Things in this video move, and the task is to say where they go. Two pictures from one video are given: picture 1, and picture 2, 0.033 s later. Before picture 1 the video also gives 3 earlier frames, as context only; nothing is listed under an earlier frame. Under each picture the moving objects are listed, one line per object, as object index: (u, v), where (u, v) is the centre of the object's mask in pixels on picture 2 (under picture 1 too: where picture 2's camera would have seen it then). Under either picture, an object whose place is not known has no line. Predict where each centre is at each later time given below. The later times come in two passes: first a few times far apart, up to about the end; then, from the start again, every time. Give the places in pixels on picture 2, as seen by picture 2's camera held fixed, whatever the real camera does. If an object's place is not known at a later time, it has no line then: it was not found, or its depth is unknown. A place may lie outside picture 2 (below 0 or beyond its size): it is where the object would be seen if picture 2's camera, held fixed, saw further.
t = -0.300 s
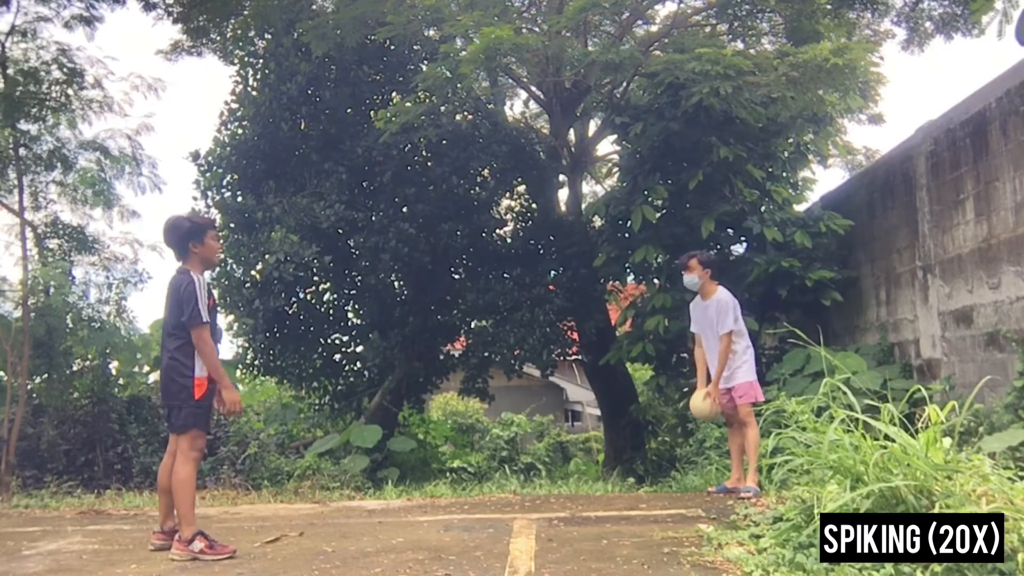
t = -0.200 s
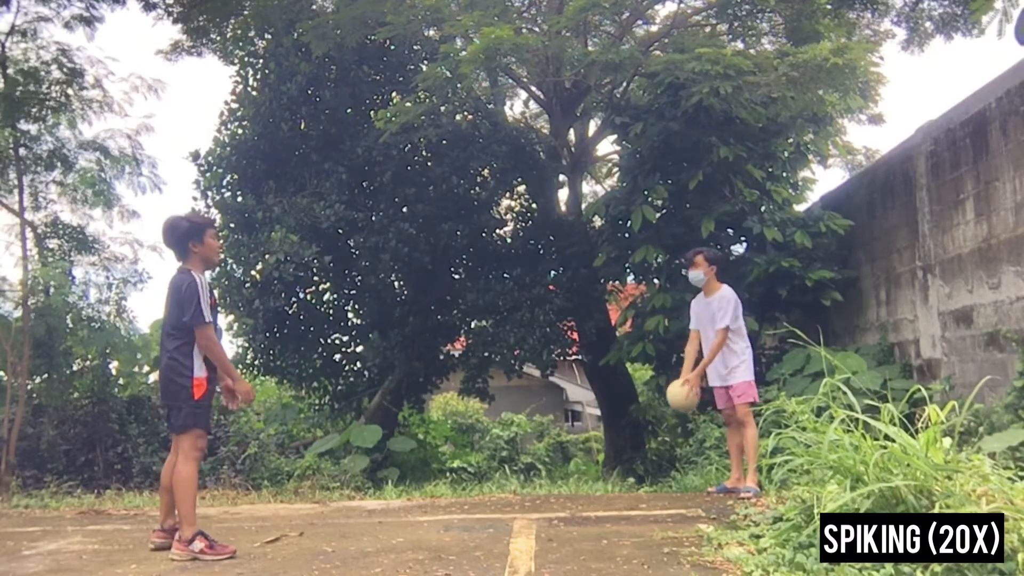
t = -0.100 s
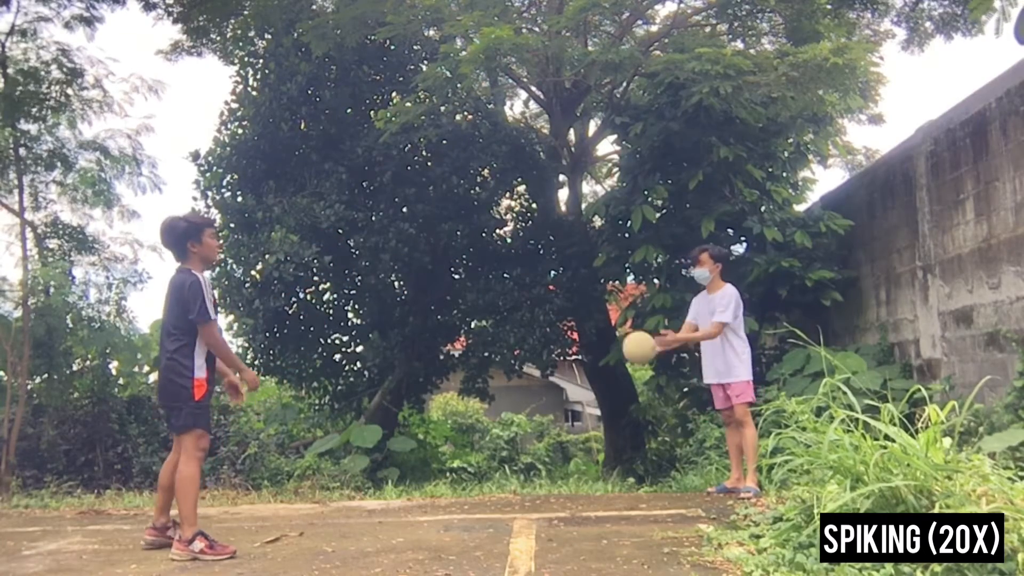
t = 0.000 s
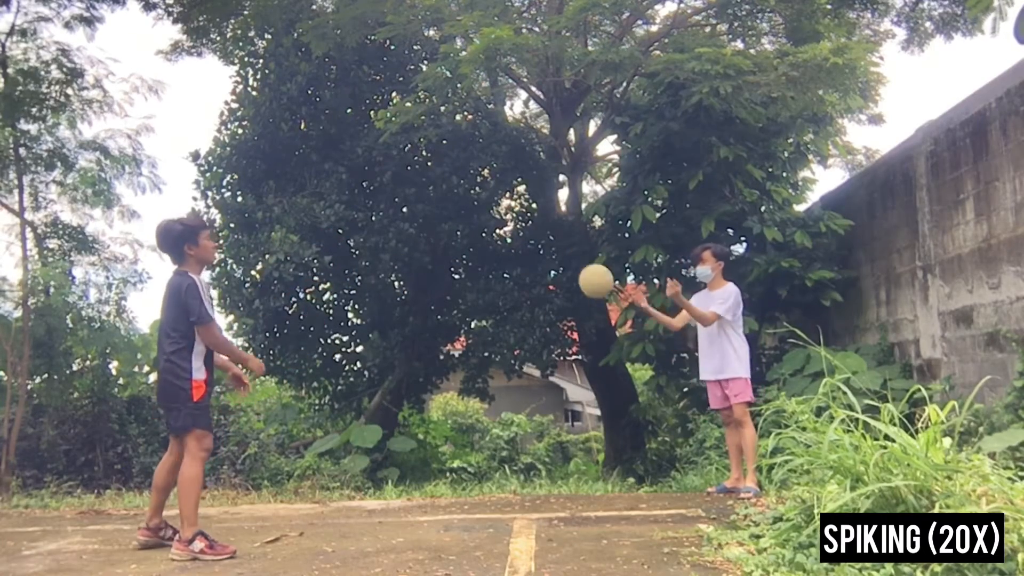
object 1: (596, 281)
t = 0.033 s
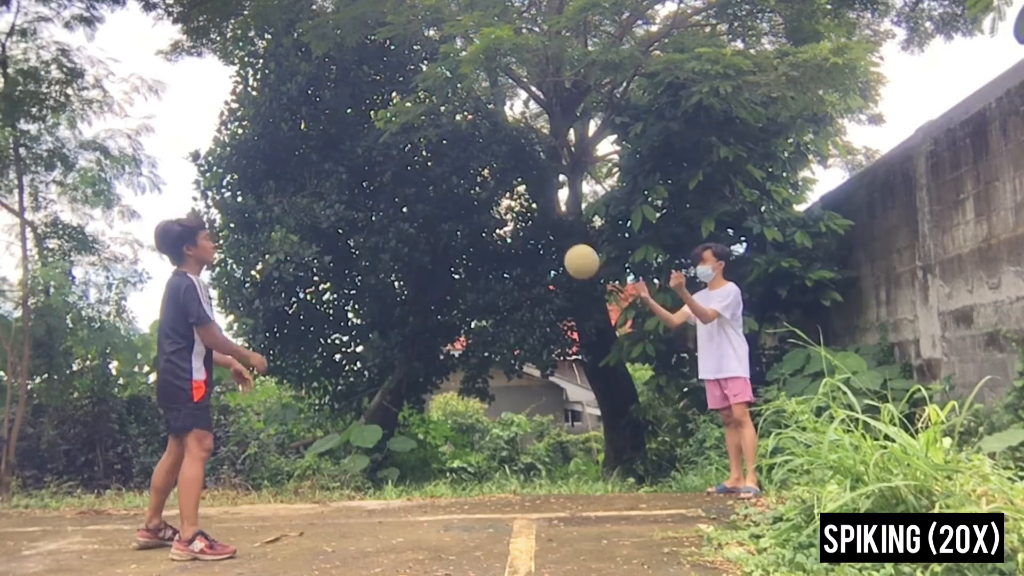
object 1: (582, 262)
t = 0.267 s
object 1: (480, 169)
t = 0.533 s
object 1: (355, 166)
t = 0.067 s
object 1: (567, 244)
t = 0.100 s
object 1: (553, 227)
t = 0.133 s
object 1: (539, 212)
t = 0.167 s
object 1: (524, 199)
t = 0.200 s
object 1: (510, 187)
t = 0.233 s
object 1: (495, 177)
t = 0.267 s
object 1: (480, 169)
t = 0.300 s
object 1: (465, 162)
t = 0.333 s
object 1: (450, 157)
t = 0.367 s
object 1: (435, 154)
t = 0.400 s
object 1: (419, 153)
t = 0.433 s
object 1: (404, 153)
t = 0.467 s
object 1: (388, 156)
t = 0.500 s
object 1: (372, 160)
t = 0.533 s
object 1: (355, 166)
